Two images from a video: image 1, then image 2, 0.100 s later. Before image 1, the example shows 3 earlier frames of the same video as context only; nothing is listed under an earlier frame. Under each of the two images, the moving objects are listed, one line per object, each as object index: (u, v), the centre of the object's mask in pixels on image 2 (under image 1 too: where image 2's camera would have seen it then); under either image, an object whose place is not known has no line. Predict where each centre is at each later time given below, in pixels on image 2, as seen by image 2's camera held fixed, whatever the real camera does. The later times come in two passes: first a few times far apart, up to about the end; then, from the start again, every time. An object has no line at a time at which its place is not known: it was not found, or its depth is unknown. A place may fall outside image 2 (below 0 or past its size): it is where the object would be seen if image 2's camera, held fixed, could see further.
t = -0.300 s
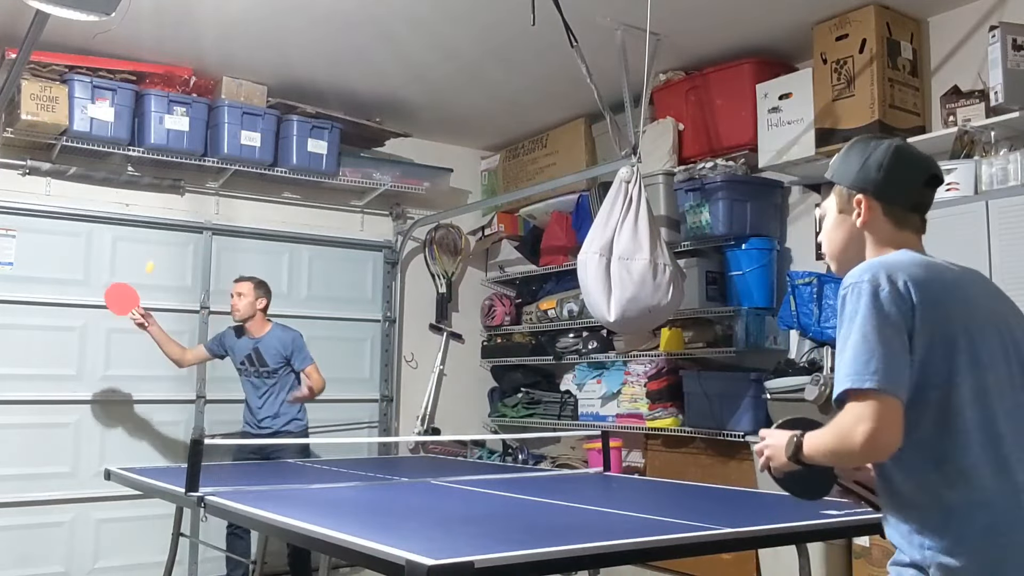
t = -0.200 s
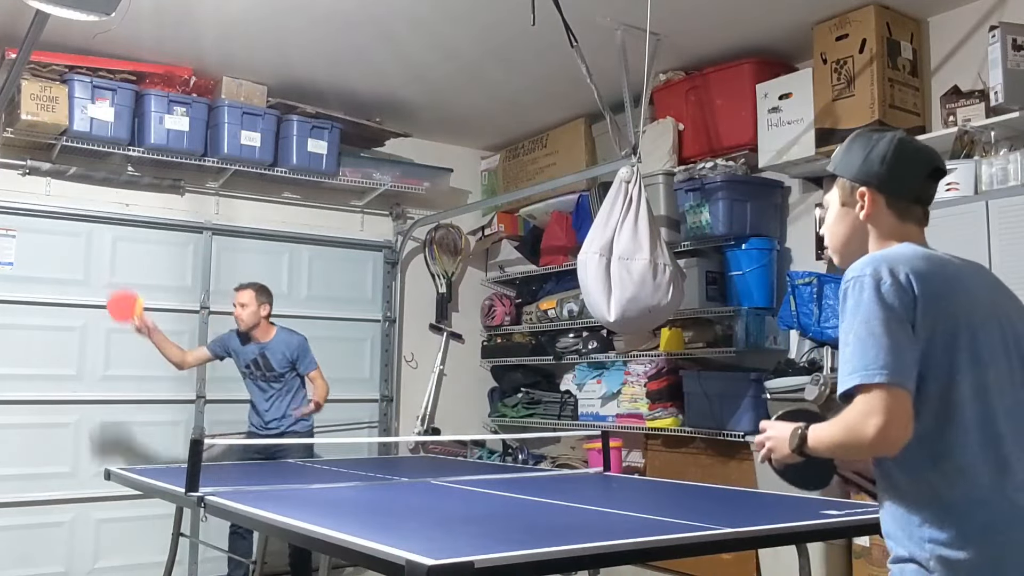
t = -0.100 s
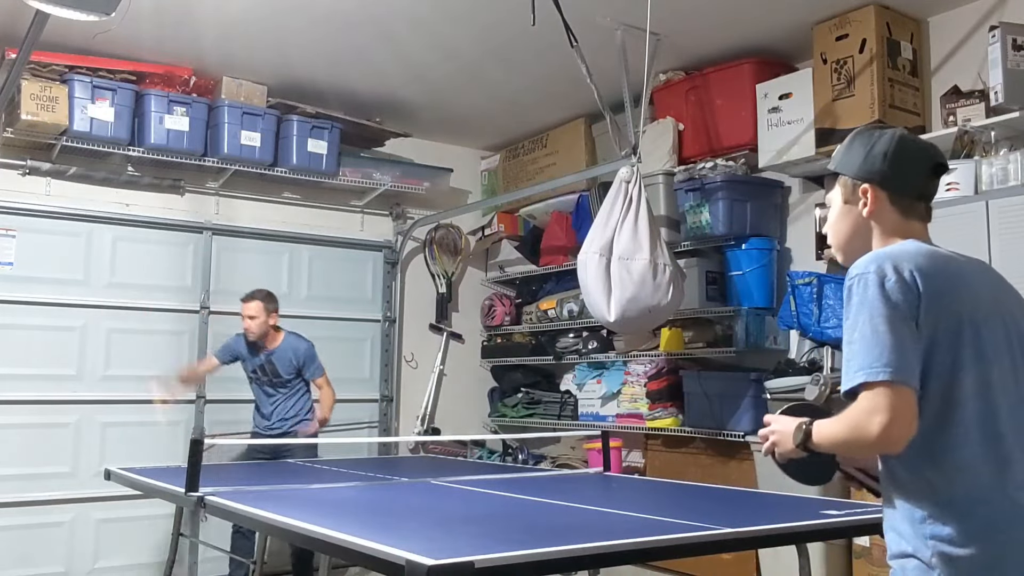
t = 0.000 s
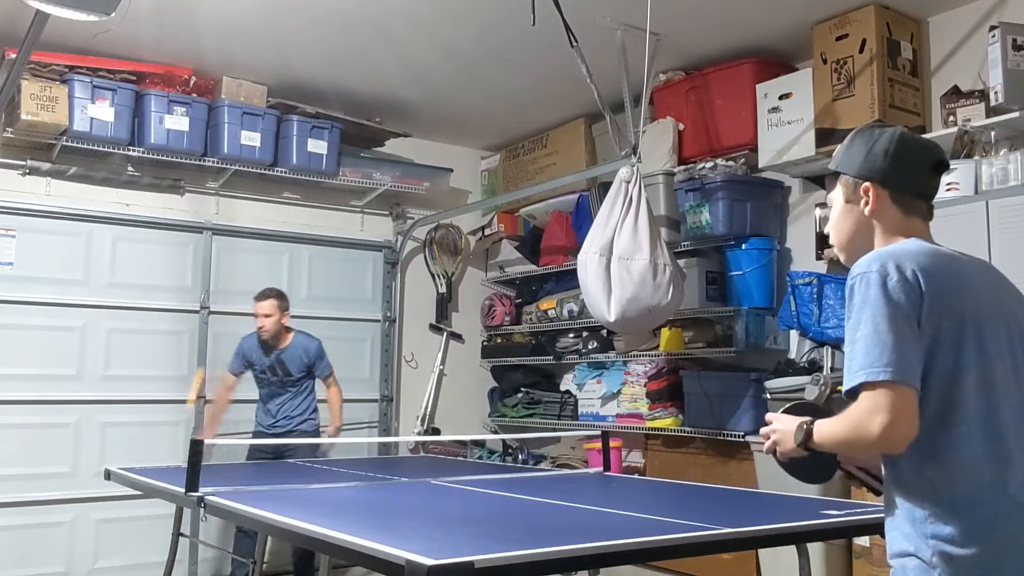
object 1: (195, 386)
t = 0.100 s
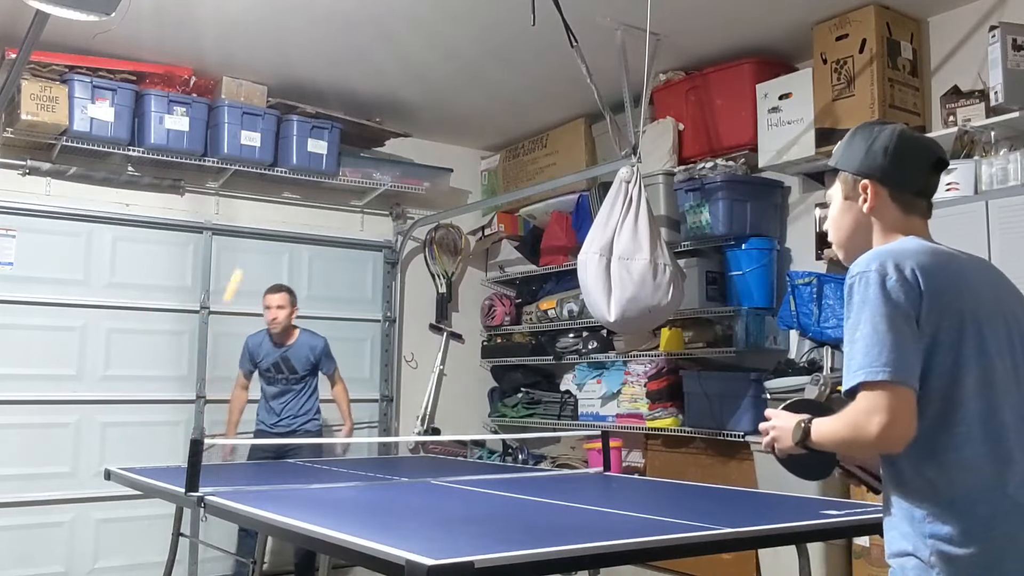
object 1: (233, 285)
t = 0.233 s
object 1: (283, 193)
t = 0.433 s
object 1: (360, 146)
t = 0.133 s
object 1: (245, 258)
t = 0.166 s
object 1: (258, 233)
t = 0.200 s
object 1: (270, 211)
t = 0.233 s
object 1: (283, 193)
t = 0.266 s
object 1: (295, 178)
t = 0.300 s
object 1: (308, 165)
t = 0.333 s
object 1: (321, 155)
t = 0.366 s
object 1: (335, 149)
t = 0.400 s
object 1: (347, 146)
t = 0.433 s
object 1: (360, 146)
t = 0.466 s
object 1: (373, 149)
